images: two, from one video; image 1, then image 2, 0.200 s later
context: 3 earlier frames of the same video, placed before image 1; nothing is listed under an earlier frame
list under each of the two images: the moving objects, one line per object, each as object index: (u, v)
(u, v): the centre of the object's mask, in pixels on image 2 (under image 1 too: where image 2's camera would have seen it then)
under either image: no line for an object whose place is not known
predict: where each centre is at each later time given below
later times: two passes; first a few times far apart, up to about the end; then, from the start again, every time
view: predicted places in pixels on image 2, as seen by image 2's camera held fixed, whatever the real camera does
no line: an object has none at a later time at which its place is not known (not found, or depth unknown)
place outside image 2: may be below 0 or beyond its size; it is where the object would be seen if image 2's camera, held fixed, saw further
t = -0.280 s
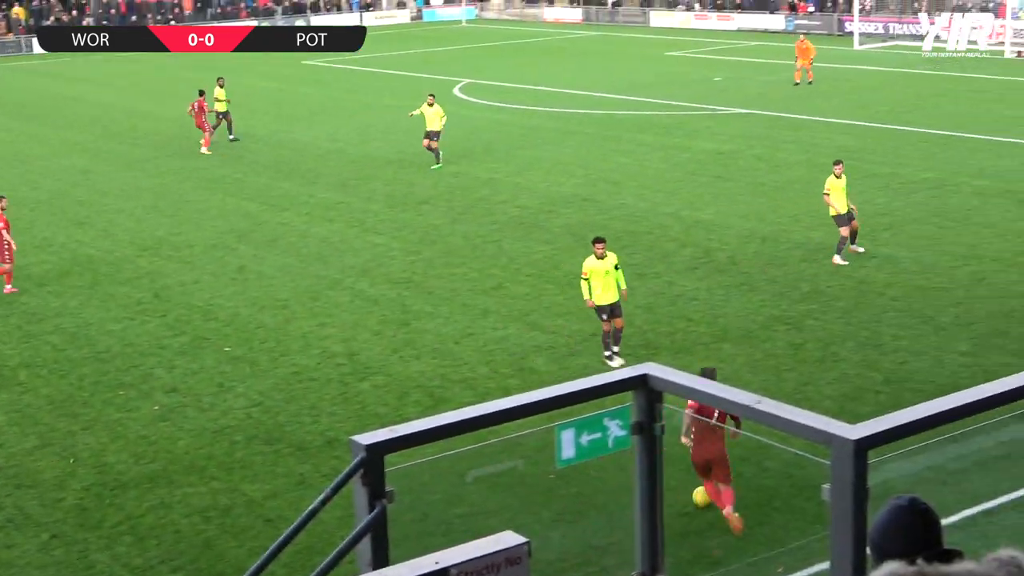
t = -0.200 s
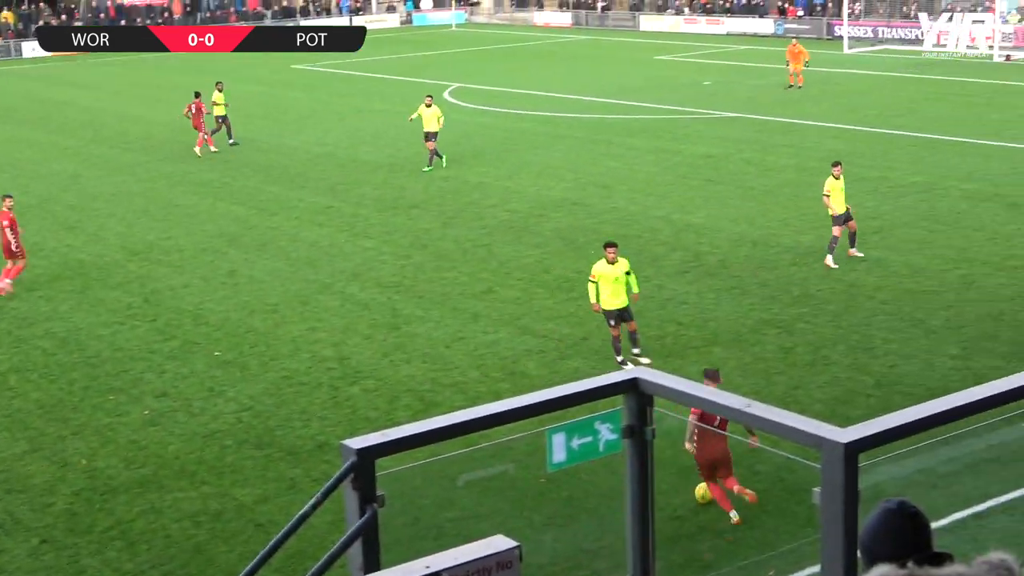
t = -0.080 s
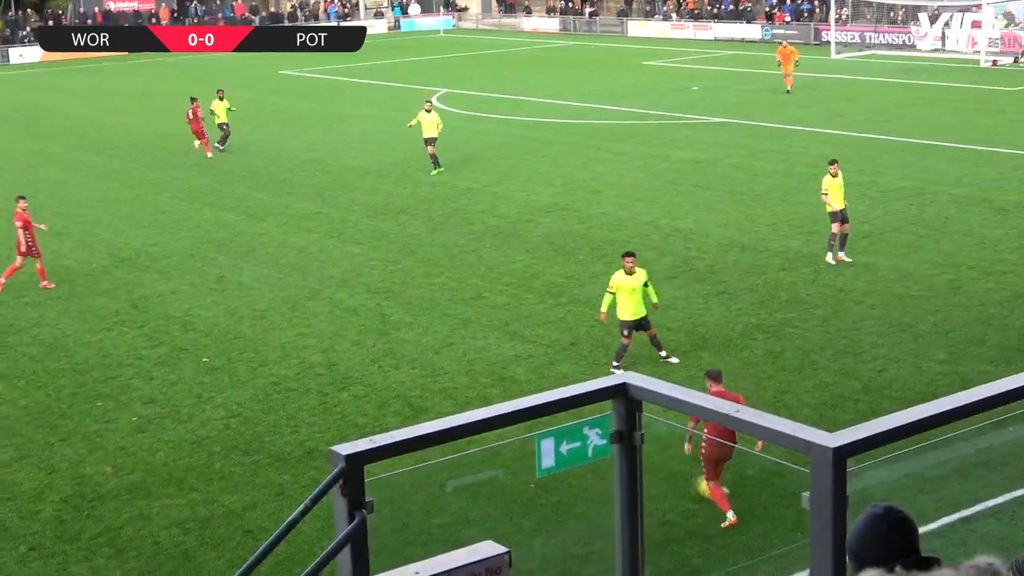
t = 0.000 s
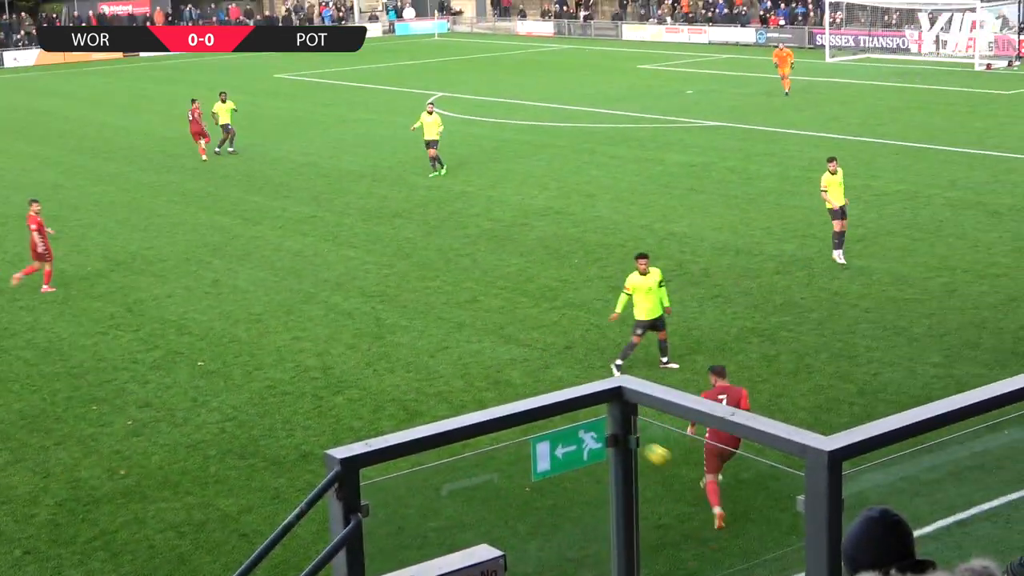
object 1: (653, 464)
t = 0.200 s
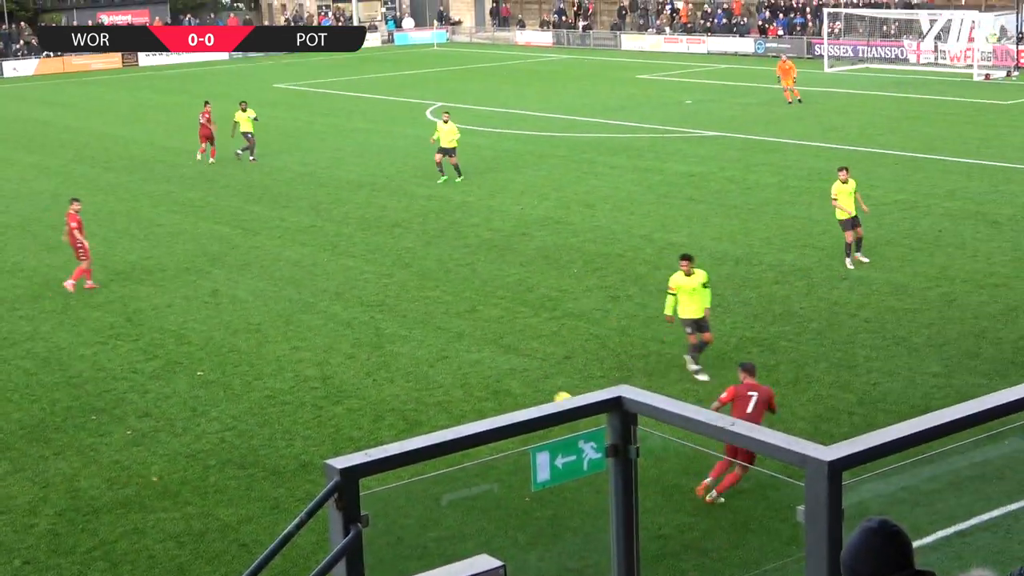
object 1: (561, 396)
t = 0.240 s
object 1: (548, 390)
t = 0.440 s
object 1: (487, 349)
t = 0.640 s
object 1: (442, 317)
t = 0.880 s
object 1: (401, 286)
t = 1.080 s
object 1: (375, 269)
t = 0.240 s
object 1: (548, 390)
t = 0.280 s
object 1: (534, 383)
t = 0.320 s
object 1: (521, 373)
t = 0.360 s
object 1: (509, 364)
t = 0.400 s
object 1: (498, 355)
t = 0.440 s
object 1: (487, 349)
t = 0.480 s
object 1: (476, 341)
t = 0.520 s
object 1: (467, 334)
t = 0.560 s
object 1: (458, 326)
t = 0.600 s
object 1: (450, 321)
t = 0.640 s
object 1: (442, 317)
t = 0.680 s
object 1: (434, 311)
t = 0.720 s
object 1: (427, 305)
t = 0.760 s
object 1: (420, 300)
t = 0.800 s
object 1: (413, 296)
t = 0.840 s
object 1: (406, 292)
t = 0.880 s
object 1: (401, 286)
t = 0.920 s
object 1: (395, 283)
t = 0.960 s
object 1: (390, 279)
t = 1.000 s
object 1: (384, 275)
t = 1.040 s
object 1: (380, 272)
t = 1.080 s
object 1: (375, 269)
